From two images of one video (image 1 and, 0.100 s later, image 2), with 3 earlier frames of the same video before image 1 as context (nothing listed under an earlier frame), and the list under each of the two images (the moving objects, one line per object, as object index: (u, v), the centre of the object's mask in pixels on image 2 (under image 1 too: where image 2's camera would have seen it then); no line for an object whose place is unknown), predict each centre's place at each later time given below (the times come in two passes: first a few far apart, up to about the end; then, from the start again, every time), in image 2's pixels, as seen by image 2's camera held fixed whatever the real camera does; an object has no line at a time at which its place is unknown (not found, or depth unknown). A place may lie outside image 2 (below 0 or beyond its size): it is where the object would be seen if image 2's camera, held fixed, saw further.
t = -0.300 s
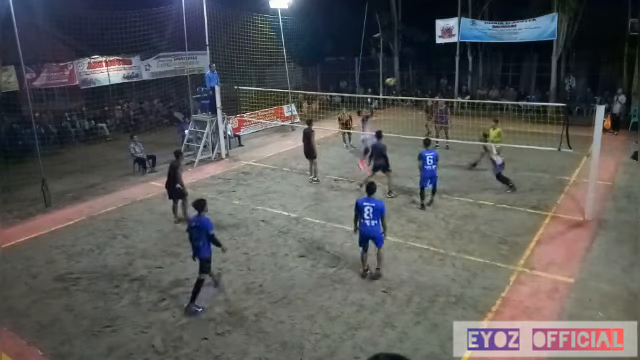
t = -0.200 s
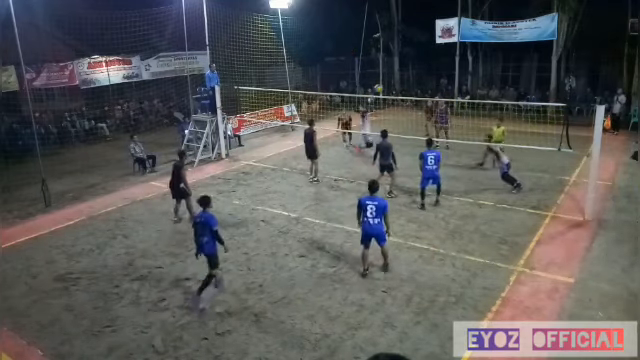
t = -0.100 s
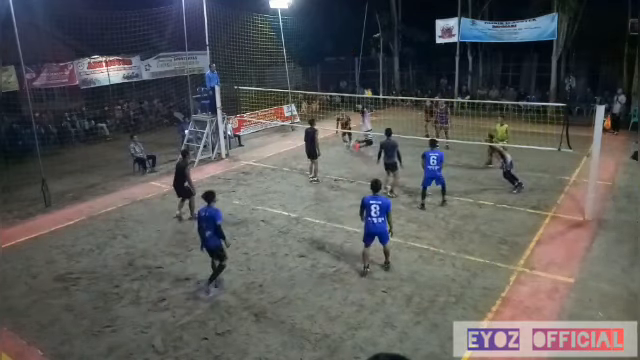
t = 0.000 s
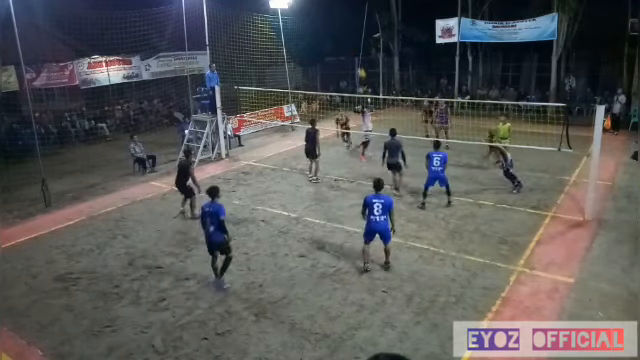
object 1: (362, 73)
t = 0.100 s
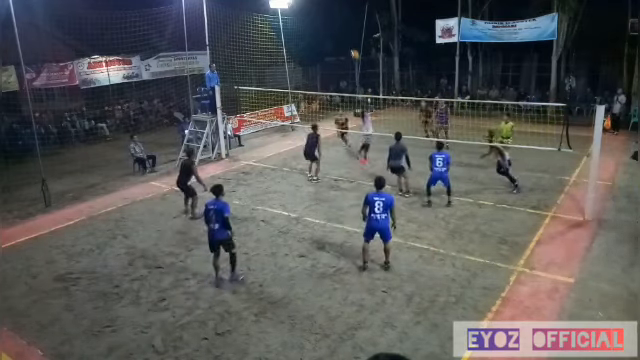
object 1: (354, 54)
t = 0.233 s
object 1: (346, 35)
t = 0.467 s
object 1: (332, 18)
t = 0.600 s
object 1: (325, 17)
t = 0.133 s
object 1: (352, 49)
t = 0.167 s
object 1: (350, 44)
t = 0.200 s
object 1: (348, 40)
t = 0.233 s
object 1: (346, 35)
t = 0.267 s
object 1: (344, 32)
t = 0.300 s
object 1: (342, 28)
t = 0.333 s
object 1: (340, 26)
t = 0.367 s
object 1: (338, 23)
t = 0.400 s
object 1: (336, 21)
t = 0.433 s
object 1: (334, 19)
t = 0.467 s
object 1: (332, 18)
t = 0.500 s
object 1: (330, 17)
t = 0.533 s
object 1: (328, 17)
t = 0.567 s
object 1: (327, 17)
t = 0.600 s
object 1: (325, 17)
